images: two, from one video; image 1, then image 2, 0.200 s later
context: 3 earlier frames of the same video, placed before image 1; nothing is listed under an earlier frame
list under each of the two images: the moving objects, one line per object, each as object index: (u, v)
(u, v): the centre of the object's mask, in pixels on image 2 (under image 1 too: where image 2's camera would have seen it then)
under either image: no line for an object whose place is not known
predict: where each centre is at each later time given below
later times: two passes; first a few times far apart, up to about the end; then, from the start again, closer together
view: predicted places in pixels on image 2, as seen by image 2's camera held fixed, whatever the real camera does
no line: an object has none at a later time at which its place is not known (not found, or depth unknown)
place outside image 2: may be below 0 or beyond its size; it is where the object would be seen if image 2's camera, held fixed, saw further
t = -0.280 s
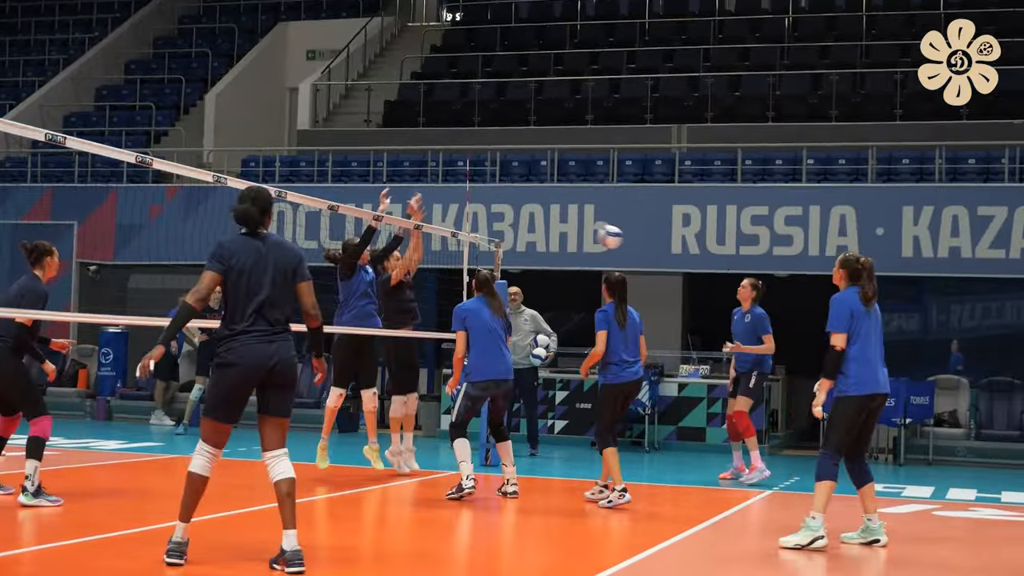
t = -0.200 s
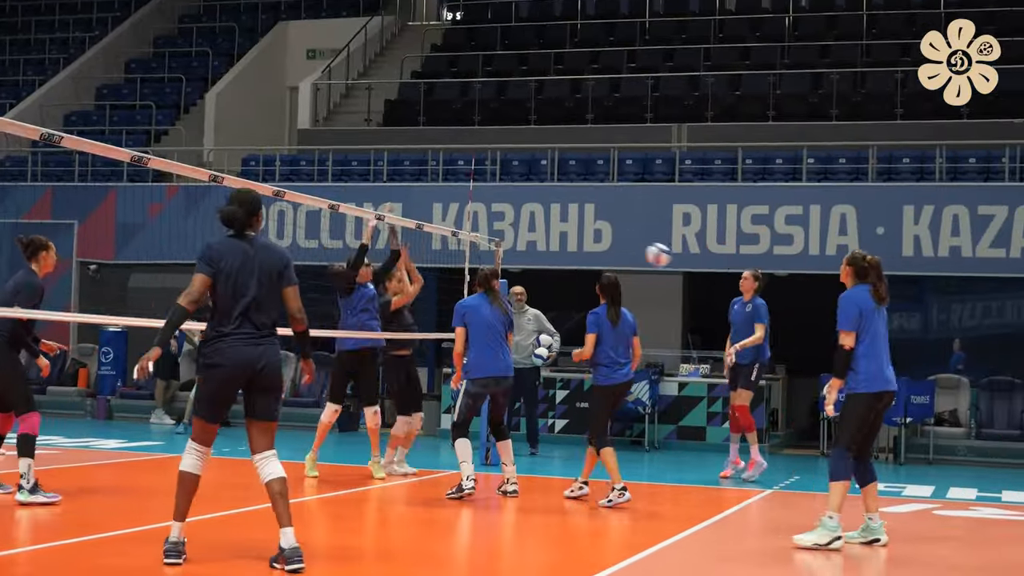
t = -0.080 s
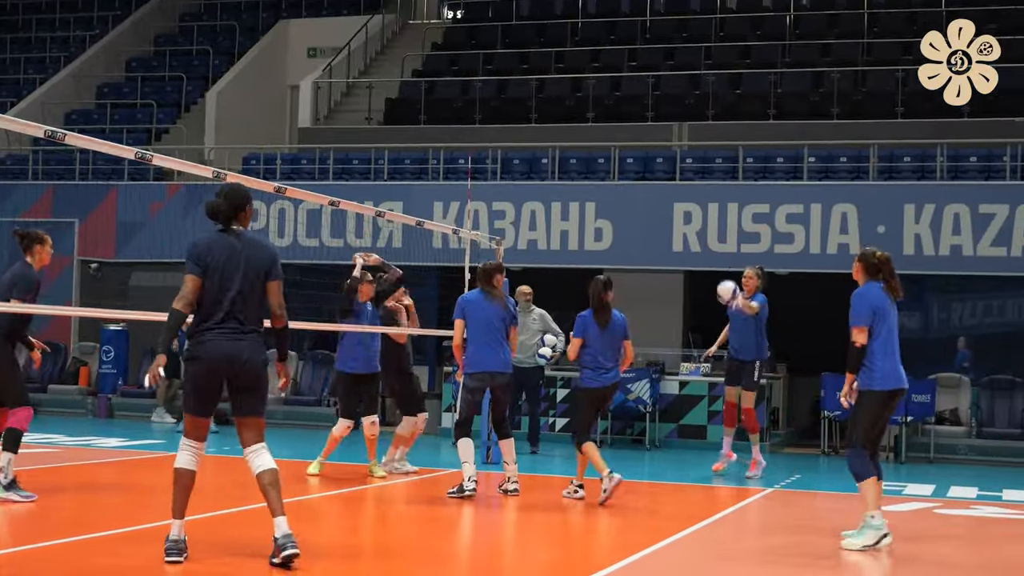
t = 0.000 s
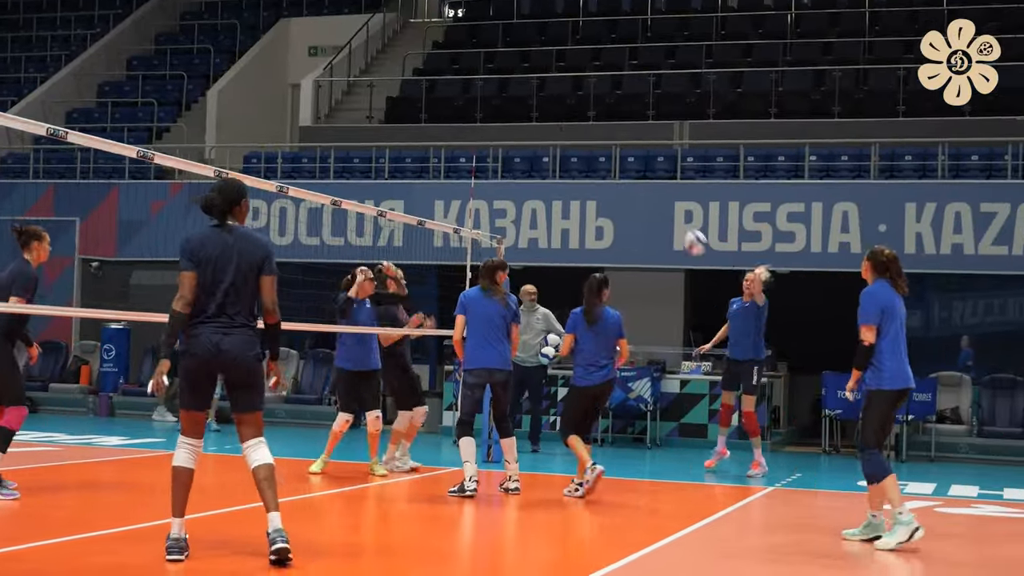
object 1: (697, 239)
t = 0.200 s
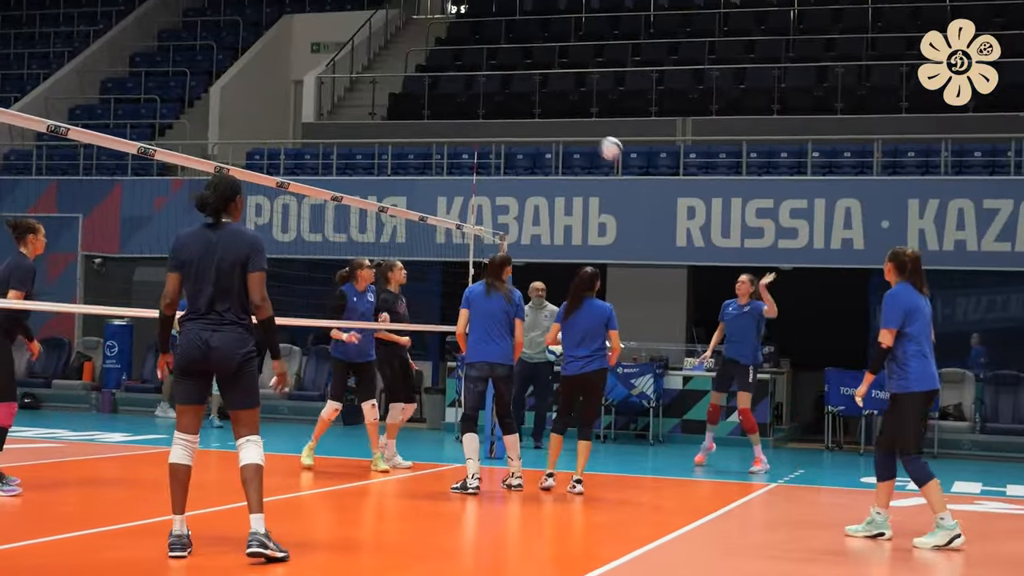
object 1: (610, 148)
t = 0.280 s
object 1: (577, 125)
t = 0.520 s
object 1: (477, 93)
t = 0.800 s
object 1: (365, 130)
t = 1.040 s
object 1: (275, 222)
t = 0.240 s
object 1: (594, 136)
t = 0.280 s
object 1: (577, 125)
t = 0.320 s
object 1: (560, 115)
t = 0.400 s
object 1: (526, 101)
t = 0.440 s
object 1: (509, 96)
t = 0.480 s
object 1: (493, 94)
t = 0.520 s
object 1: (477, 93)
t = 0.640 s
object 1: (429, 99)
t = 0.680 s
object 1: (412, 104)
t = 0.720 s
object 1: (396, 111)
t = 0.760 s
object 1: (381, 120)
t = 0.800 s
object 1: (365, 130)
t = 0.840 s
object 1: (349, 142)
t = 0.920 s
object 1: (318, 170)
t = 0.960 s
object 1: (305, 181)
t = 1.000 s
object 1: (289, 204)
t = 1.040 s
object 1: (275, 222)
